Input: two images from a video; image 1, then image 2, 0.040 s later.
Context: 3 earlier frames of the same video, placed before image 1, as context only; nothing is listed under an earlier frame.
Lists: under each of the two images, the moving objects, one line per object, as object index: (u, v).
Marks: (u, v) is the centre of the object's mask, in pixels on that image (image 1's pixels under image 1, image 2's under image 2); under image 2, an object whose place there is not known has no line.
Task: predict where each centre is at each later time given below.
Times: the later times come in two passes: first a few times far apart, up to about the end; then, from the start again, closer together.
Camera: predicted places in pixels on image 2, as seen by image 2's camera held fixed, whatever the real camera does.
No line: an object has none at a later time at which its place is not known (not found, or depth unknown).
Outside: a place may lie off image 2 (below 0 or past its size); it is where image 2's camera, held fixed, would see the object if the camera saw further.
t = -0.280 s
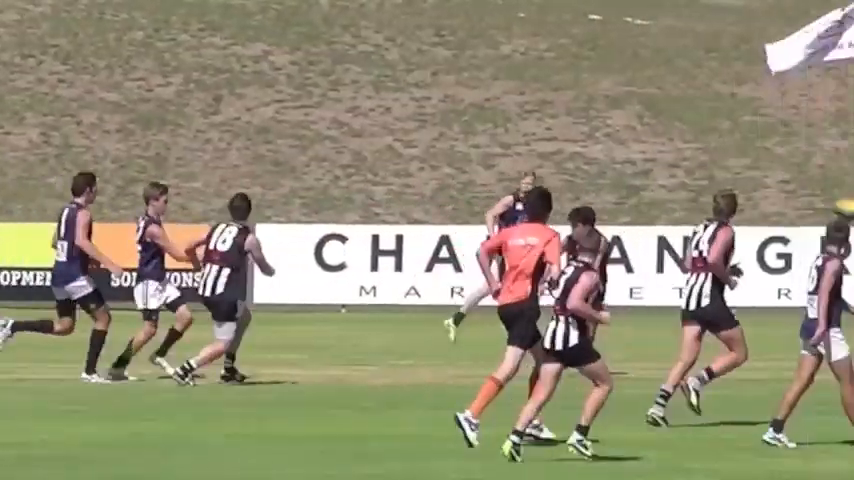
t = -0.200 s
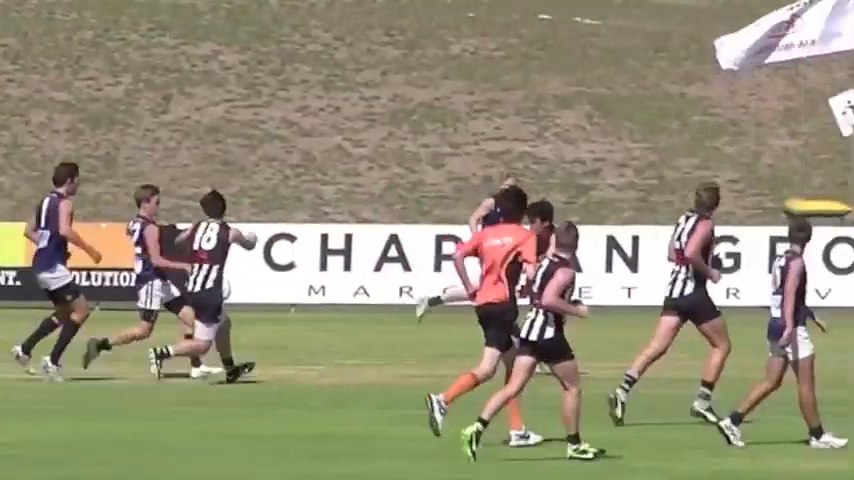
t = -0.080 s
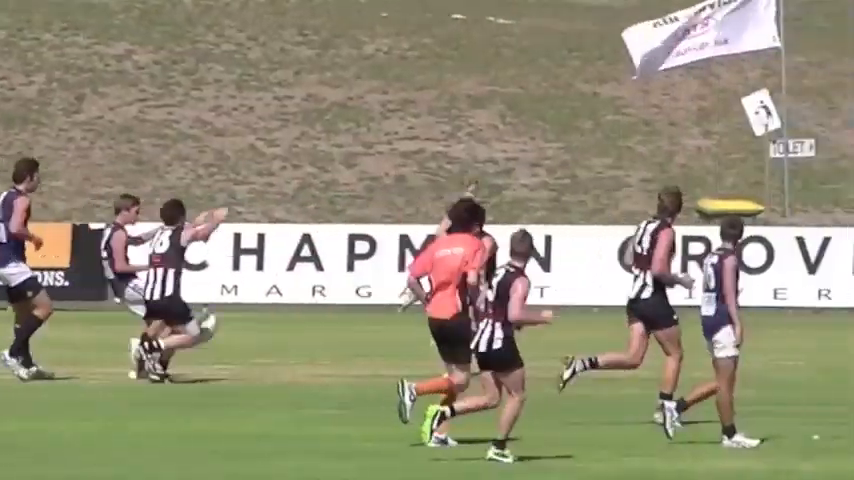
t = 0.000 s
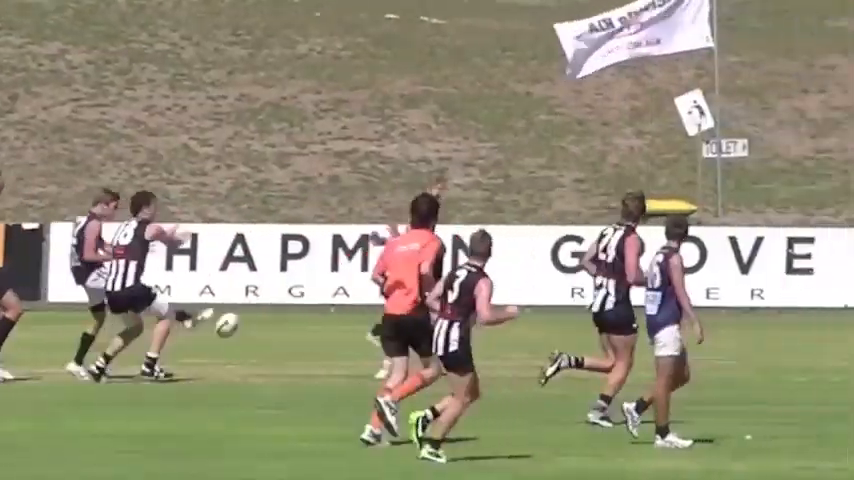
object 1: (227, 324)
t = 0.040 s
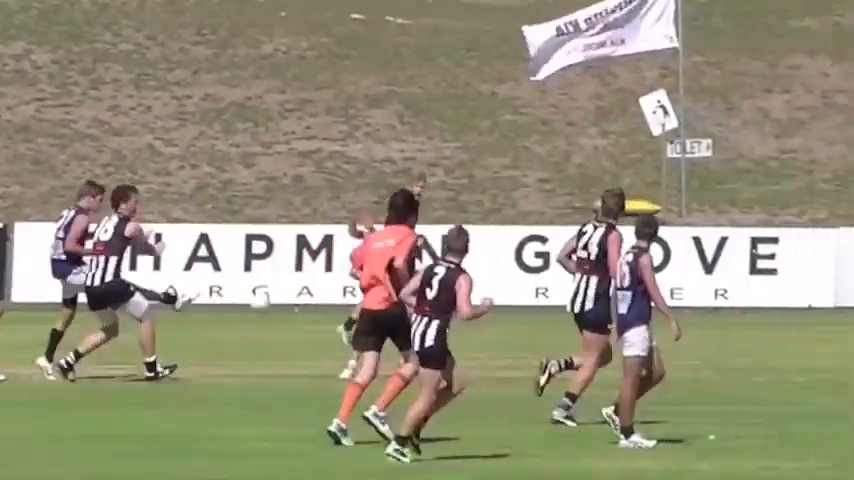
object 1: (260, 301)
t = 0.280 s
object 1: (654, 204)
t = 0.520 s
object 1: (1040, 169)
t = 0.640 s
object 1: (1234, 178)
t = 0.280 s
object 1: (654, 204)
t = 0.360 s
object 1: (782, 183)
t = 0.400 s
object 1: (848, 179)
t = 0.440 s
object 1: (913, 172)
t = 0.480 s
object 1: (976, 170)
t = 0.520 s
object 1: (1040, 169)
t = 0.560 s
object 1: (1104, 168)
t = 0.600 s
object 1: (1169, 174)
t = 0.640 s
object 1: (1234, 178)
